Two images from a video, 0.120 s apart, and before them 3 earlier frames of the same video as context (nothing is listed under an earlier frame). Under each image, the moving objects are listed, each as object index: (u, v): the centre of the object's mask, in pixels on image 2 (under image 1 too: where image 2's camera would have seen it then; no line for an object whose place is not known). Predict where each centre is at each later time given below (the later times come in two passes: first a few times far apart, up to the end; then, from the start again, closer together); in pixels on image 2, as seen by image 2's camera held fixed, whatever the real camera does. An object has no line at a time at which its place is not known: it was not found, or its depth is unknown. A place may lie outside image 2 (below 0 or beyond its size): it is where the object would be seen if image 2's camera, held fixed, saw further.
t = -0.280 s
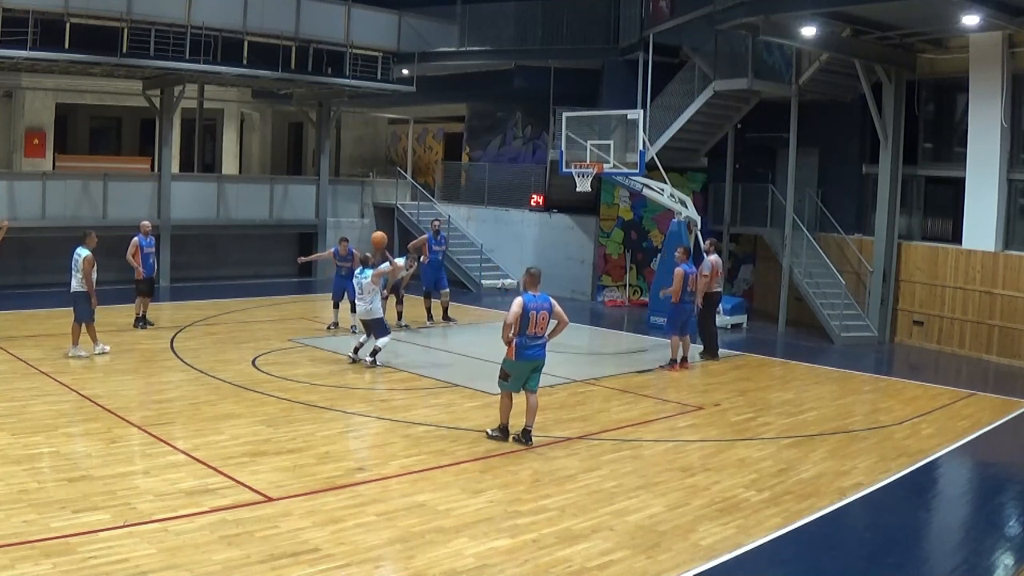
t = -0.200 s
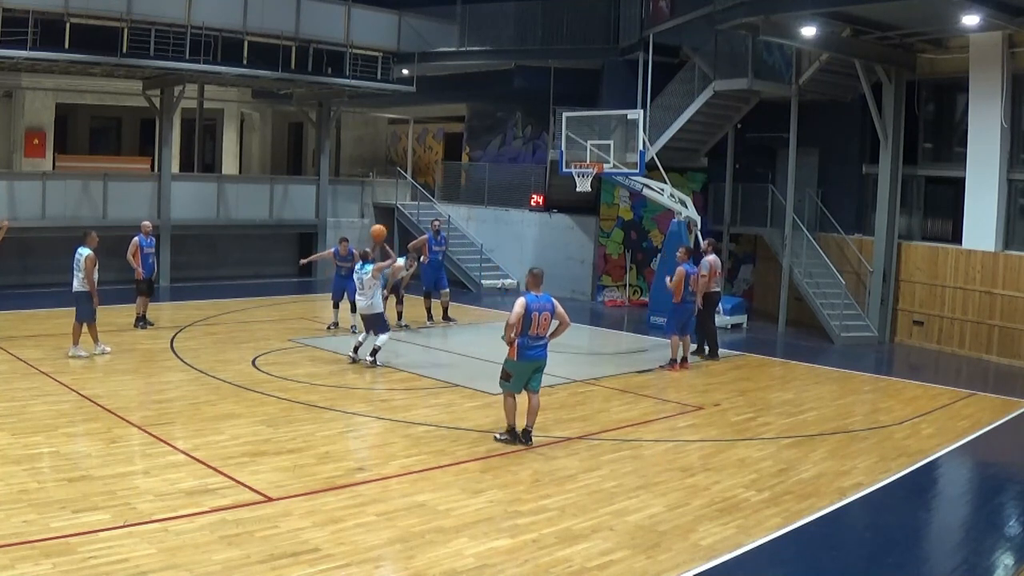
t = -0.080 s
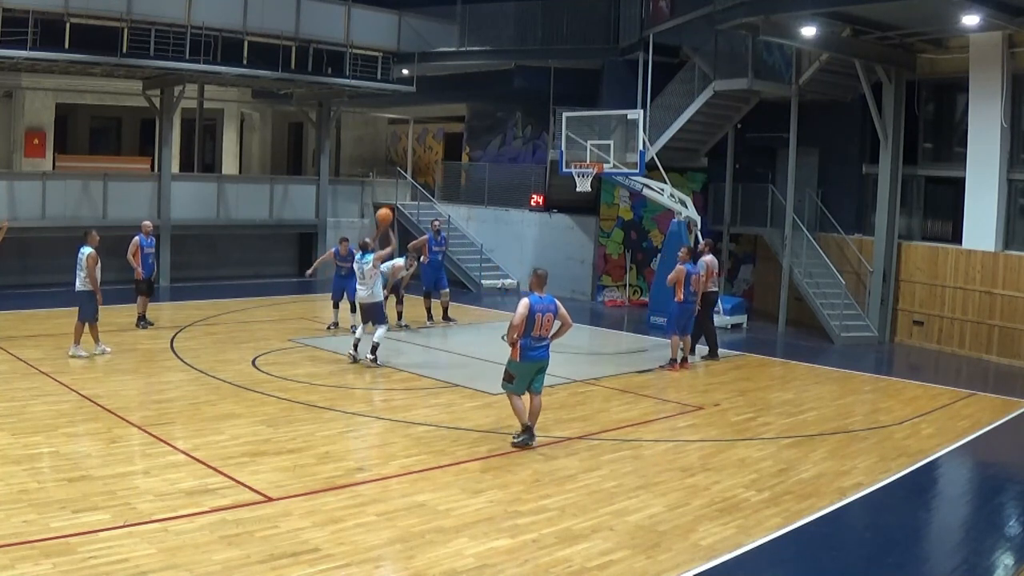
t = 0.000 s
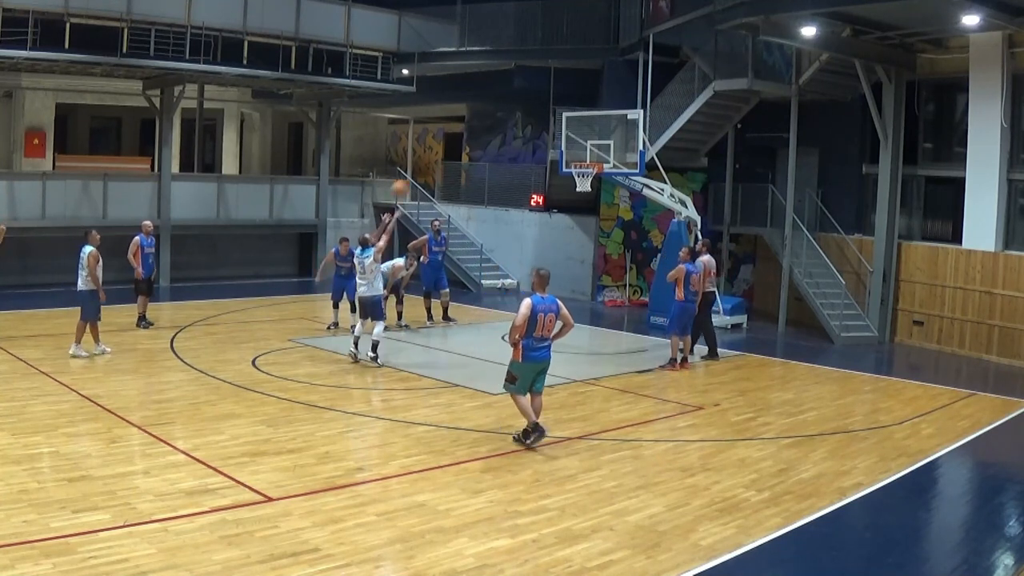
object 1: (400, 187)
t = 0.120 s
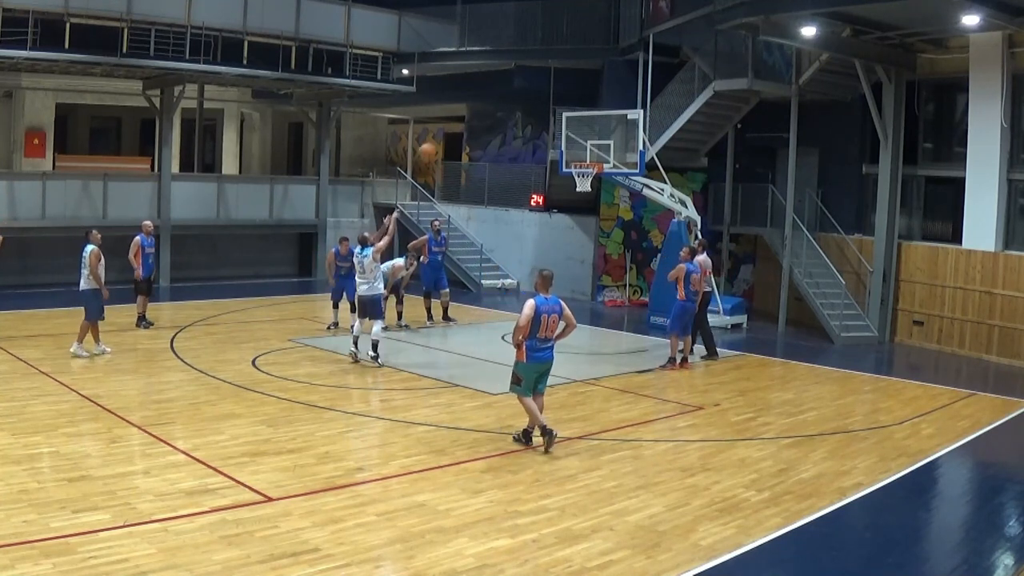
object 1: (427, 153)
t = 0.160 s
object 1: (435, 139)
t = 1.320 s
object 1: (588, 176)
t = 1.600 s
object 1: (576, 197)
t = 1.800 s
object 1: (569, 237)
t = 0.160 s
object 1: (435, 139)
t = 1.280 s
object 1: (590, 177)
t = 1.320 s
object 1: (588, 176)
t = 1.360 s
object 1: (586, 179)
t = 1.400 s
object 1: (584, 180)
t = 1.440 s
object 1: (582, 182)
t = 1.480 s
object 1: (580, 185)
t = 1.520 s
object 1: (578, 187)
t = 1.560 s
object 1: (577, 192)
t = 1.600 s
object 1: (576, 197)
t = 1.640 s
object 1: (575, 203)
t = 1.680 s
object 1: (573, 210)
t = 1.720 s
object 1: (572, 218)
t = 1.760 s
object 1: (570, 227)
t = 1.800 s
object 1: (569, 237)
